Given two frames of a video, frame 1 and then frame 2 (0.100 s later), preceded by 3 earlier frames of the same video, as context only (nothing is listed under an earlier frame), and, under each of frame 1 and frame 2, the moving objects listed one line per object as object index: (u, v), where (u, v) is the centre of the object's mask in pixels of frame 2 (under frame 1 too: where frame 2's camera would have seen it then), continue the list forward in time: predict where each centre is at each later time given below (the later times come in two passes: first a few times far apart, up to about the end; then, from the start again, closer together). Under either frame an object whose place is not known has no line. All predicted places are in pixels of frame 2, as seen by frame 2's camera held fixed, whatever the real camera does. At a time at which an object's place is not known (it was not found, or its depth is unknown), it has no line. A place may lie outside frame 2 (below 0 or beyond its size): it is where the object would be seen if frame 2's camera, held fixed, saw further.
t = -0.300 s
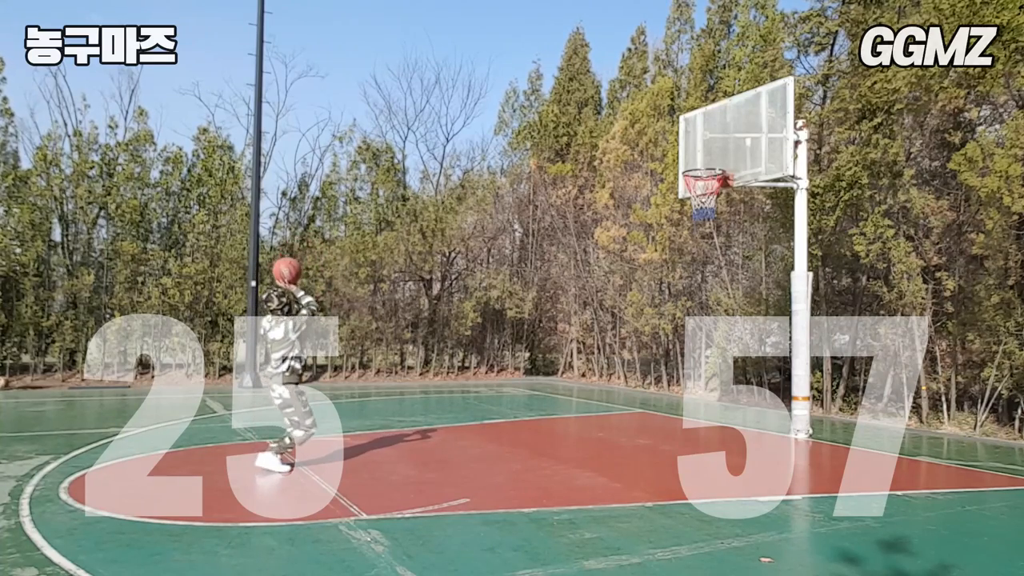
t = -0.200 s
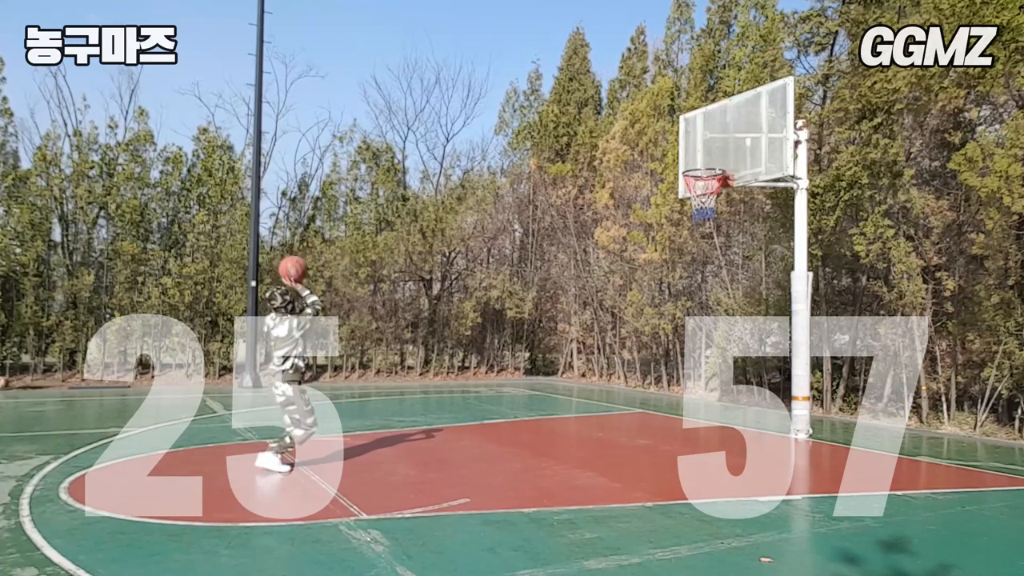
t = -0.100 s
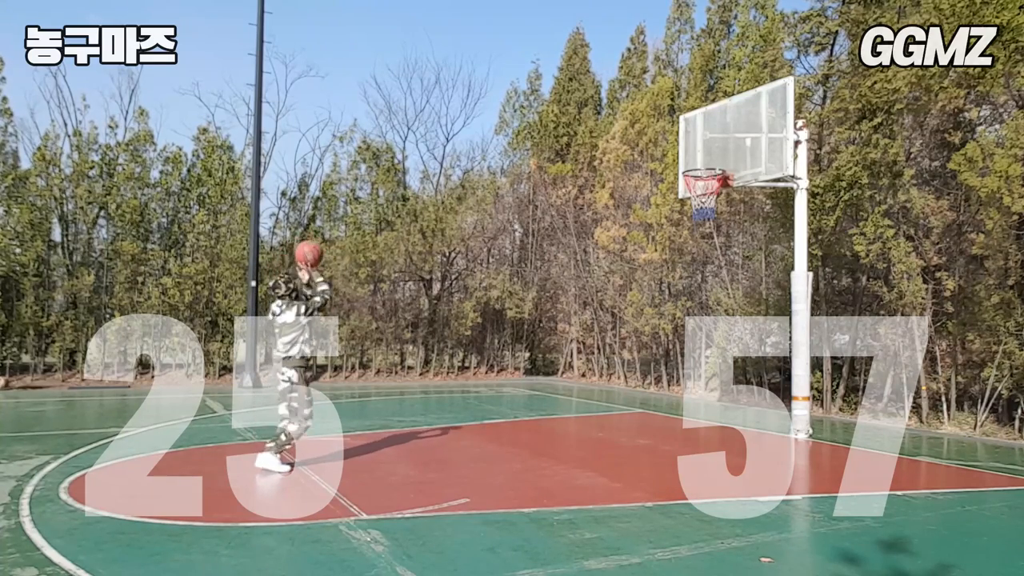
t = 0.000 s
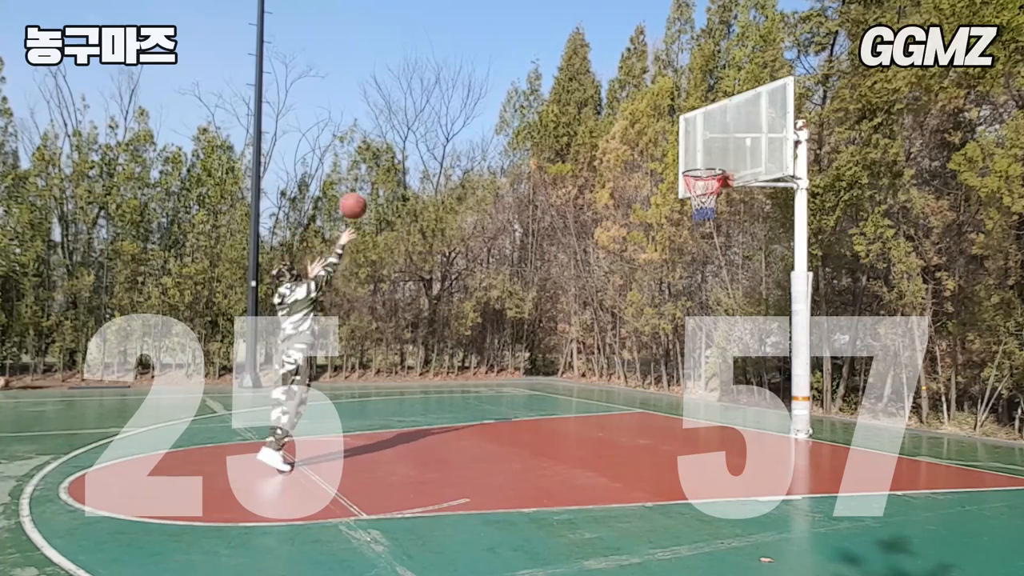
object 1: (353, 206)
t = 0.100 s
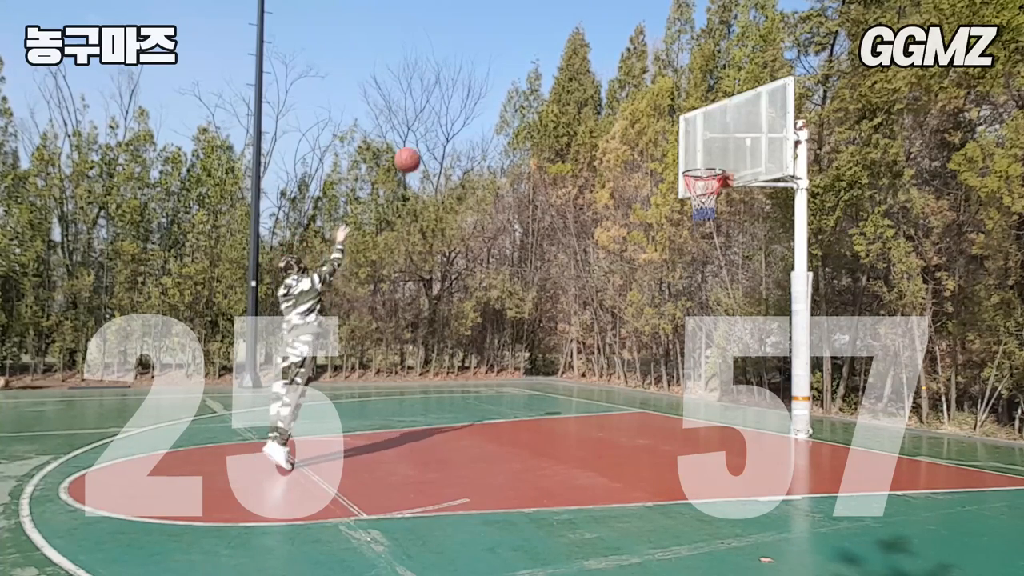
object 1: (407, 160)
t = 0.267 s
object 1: (491, 112)
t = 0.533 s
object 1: (605, 98)
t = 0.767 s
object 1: (693, 138)
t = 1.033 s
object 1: (719, 124)
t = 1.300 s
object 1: (701, 118)
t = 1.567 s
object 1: (687, 162)
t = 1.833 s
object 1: (713, 161)
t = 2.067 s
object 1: (717, 156)
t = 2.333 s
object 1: (703, 164)
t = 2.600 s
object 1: (690, 214)
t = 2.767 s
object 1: (689, 254)
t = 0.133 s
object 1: (425, 147)
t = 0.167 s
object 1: (442, 136)
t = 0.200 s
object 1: (458, 127)
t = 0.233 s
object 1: (475, 119)
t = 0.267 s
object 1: (491, 112)
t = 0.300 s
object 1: (506, 107)
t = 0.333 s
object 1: (521, 102)
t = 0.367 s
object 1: (536, 98)
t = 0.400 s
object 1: (551, 96)
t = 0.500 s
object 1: (592, 96)
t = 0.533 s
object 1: (605, 98)
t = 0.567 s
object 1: (619, 100)
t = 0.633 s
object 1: (644, 109)
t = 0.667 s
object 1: (656, 114)
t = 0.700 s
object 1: (669, 122)
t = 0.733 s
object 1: (681, 129)
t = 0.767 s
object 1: (693, 138)
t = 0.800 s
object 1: (705, 147)
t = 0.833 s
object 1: (716, 157)
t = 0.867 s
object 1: (723, 160)
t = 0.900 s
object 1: (724, 150)
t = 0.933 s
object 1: (726, 142)
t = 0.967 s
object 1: (723, 135)
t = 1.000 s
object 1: (721, 129)
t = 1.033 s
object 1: (719, 124)
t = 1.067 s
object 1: (716, 120)
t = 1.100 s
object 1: (715, 117)
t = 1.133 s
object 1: (713, 115)
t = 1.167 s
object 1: (710, 113)
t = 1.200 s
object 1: (708, 113)
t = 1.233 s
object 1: (706, 114)
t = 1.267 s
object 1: (703, 115)
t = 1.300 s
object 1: (701, 118)
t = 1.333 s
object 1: (699, 121)
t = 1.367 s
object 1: (697, 125)
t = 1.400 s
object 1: (695, 131)
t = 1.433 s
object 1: (692, 137)
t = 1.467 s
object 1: (690, 144)
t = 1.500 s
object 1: (687, 152)
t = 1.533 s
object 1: (685, 161)
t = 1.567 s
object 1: (687, 162)
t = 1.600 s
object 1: (691, 159)
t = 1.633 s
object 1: (695, 158)
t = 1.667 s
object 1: (698, 157)
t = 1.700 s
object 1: (702, 157)
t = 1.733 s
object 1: (705, 158)
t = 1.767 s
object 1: (709, 161)
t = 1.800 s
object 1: (713, 162)
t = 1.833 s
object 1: (713, 161)
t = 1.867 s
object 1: (714, 158)
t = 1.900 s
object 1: (714, 155)
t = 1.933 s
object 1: (715, 153)
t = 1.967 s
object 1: (716, 153)
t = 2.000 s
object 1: (716, 153)
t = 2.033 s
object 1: (717, 154)
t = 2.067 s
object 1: (717, 156)
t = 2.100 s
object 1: (717, 159)
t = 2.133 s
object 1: (718, 161)
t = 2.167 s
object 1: (715, 160)
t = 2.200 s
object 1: (713, 160)
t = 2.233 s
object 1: (711, 160)
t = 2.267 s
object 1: (708, 161)
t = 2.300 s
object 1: (706, 162)
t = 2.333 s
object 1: (703, 164)
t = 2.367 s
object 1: (700, 165)
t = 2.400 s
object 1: (696, 179)
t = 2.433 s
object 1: (694, 183)
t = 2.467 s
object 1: (692, 187)
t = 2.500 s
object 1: (691, 194)
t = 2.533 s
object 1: (690, 201)
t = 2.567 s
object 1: (689, 209)
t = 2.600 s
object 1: (690, 214)
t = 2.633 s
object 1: (689, 219)
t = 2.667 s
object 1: (689, 226)
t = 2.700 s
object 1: (689, 234)
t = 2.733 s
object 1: (689, 244)
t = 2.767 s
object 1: (689, 254)
